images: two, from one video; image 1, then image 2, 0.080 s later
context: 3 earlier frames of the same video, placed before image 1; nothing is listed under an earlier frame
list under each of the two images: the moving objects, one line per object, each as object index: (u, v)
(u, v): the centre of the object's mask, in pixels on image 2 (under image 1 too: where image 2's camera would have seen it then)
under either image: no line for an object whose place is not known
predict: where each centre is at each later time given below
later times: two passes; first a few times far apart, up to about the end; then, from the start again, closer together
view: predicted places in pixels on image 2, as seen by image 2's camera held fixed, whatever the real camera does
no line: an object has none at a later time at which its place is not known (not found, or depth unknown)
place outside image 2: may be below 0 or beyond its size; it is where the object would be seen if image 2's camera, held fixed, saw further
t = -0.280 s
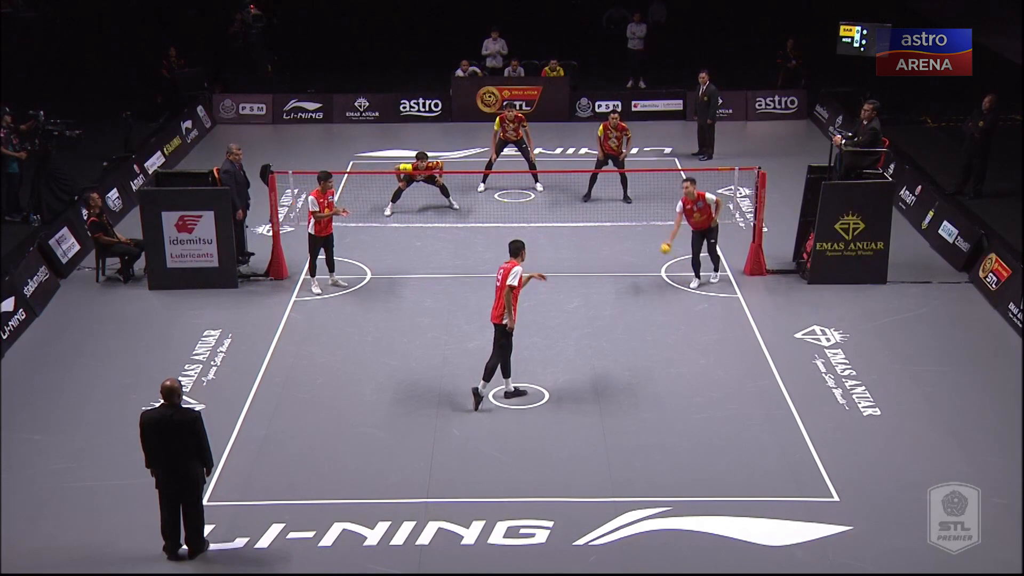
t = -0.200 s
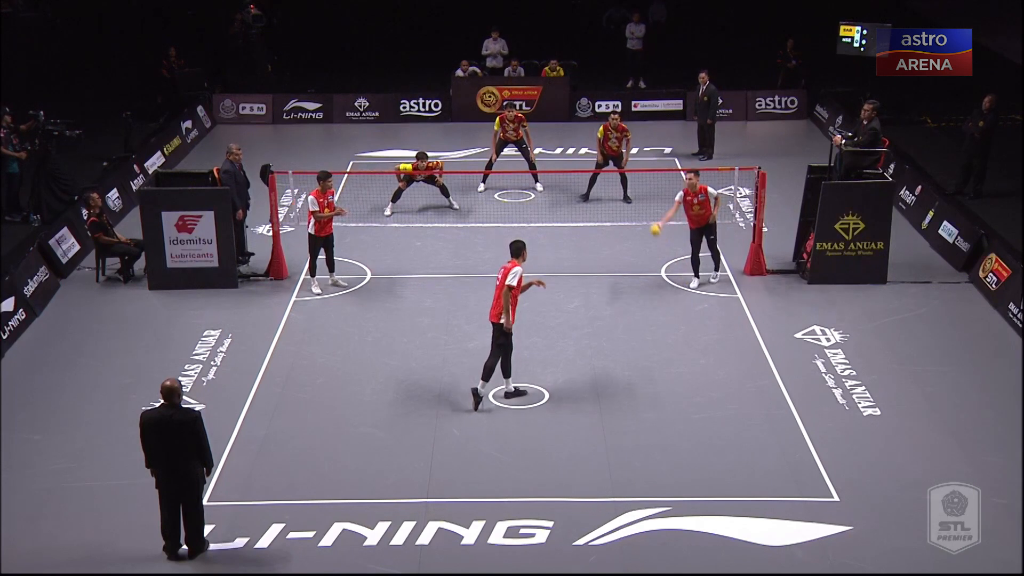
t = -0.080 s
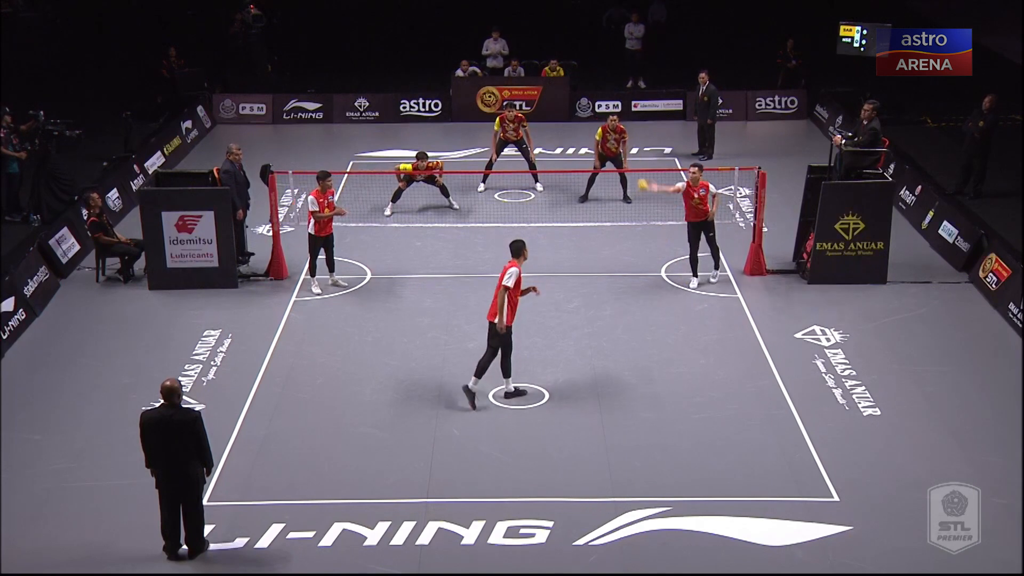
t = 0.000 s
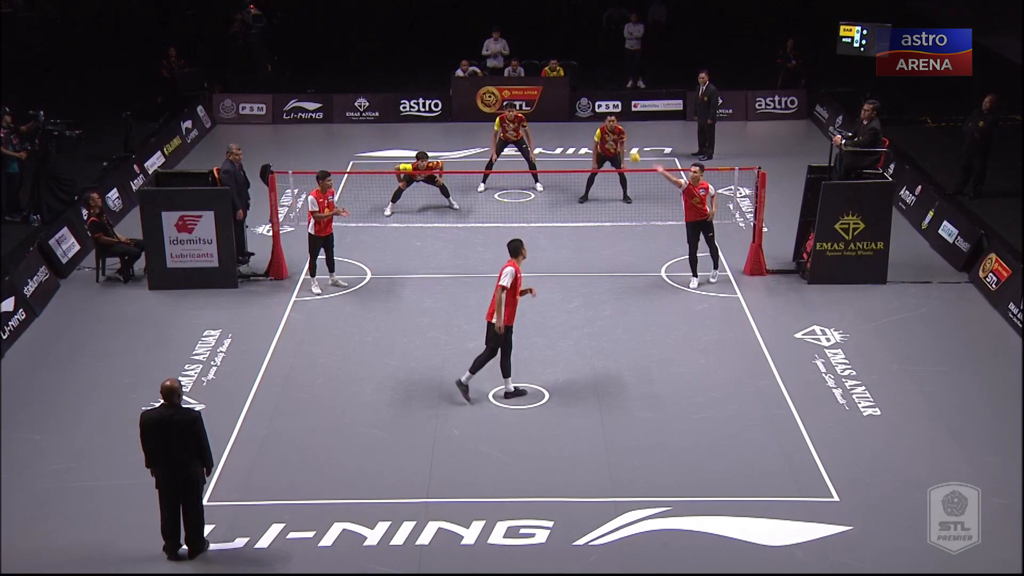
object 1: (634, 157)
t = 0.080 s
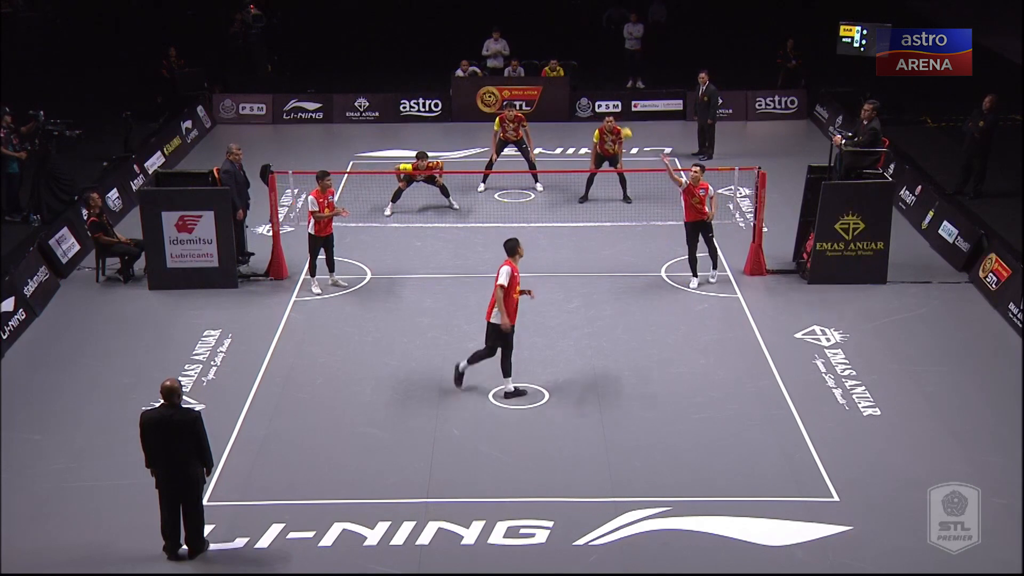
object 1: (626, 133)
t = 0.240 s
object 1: (608, 98)
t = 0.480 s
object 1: (580, 84)
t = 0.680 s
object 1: (555, 109)
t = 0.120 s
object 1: (622, 122)
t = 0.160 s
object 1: (618, 115)
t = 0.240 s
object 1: (608, 98)
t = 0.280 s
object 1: (604, 93)
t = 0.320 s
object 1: (599, 89)
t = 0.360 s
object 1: (594, 86)
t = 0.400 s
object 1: (589, 84)
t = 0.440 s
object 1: (585, 84)
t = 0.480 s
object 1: (580, 84)
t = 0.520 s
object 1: (575, 87)
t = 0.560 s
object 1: (570, 90)
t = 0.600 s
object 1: (565, 95)
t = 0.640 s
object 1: (560, 102)
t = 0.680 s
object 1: (555, 109)
